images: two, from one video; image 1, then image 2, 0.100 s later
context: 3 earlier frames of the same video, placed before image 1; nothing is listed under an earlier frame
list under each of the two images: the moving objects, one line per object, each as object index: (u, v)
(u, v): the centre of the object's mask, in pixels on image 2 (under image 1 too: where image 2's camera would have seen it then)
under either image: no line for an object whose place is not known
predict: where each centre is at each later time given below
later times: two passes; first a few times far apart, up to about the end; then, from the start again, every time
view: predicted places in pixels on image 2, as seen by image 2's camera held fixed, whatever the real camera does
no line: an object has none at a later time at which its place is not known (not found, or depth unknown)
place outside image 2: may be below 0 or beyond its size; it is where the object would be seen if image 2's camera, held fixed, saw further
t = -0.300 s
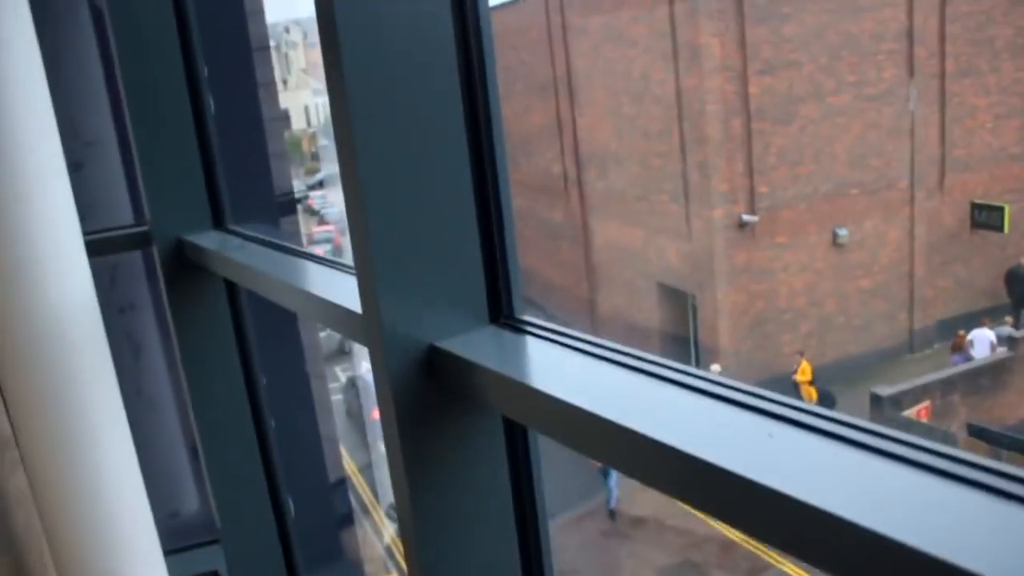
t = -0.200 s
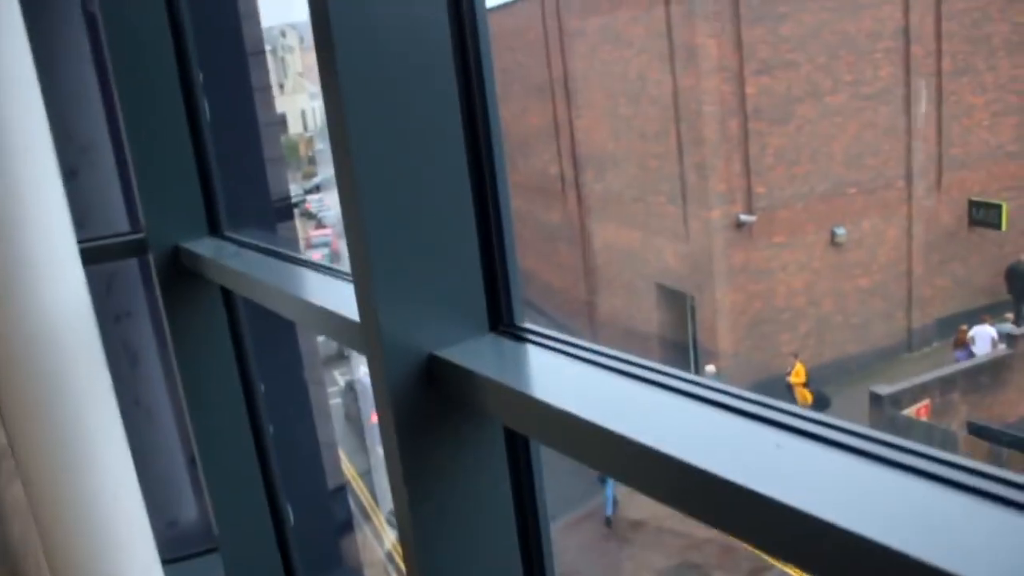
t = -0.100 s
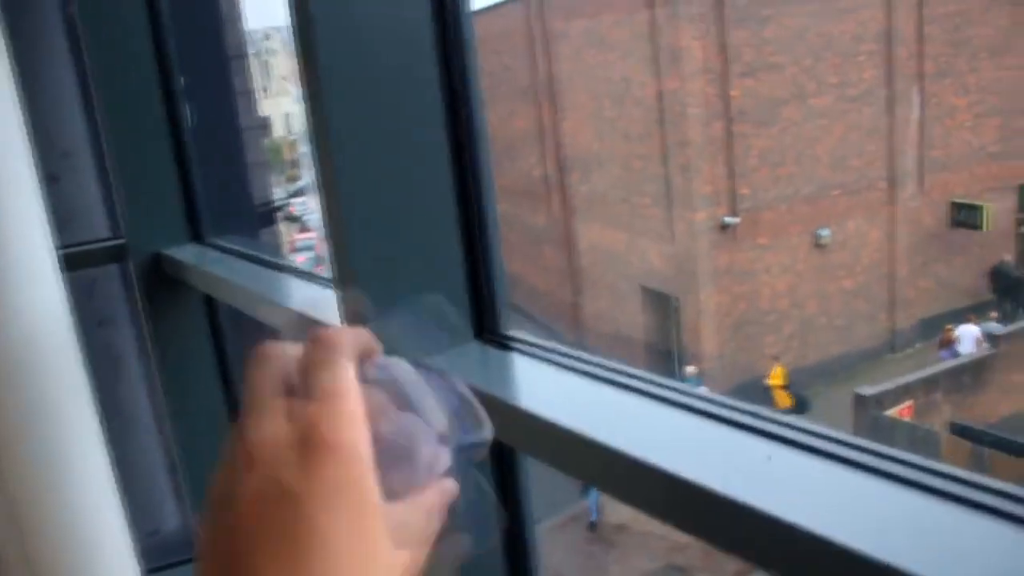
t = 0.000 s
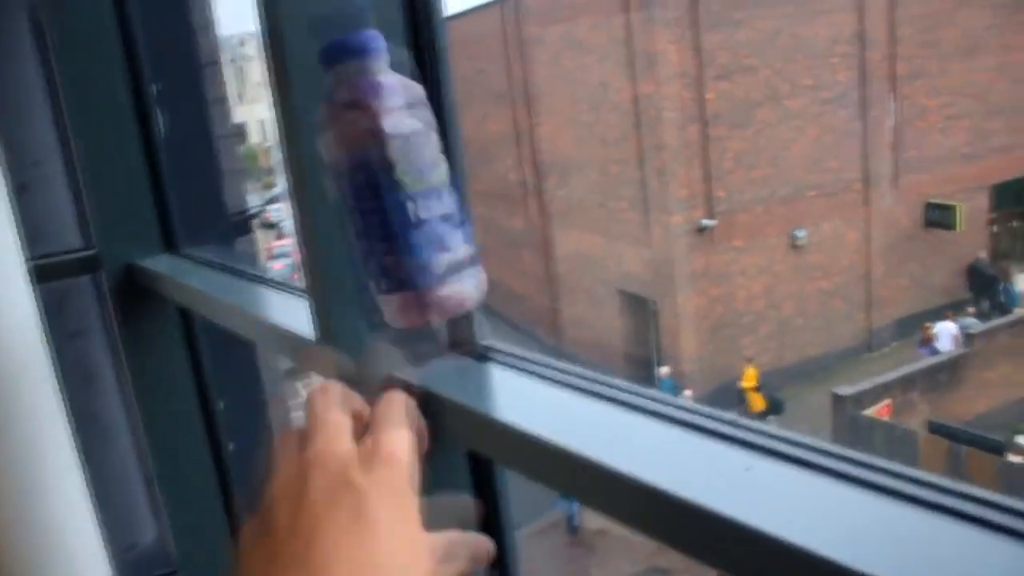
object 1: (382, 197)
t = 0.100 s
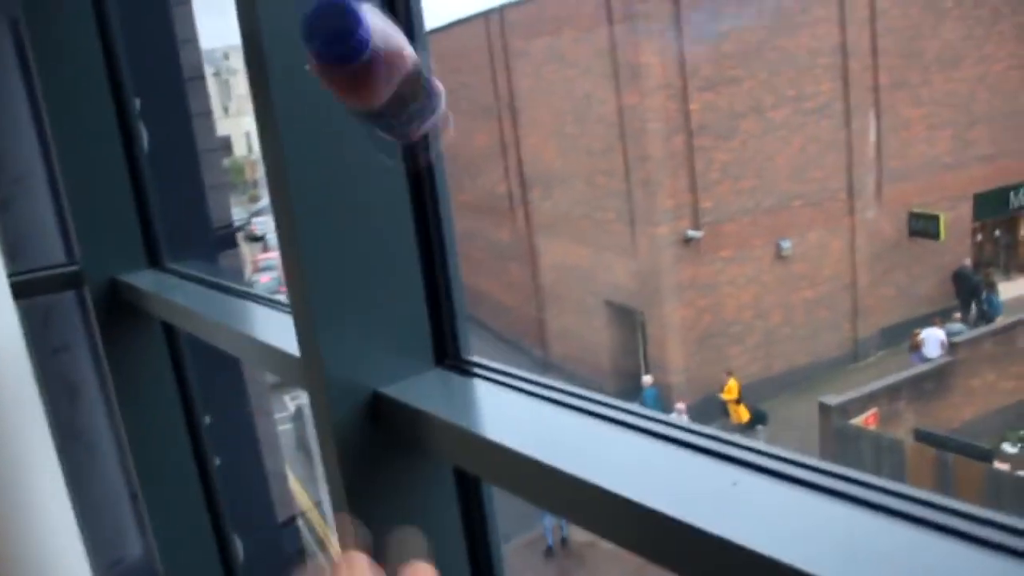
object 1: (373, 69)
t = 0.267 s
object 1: (430, 196)
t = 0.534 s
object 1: (442, 284)
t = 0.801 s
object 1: (450, 277)
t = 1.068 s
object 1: (439, 266)
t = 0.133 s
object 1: (377, 67)
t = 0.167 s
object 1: (392, 95)
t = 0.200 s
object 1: (404, 117)
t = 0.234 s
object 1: (415, 148)
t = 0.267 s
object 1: (430, 196)
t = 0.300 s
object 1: (444, 244)
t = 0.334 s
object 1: (450, 280)
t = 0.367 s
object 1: (445, 292)
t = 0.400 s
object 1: (443, 290)
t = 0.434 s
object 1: (440, 288)
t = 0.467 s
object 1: (439, 286)
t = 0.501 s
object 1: (440, 284)
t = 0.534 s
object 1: (442, 284)
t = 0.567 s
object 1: (444, 283)
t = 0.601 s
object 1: (445, 282)
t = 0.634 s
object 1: (446, 280)
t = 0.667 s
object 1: (448, 279)
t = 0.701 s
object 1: (449, 278)
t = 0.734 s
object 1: (450, 278)
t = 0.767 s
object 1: (450, 277)
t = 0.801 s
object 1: (450, 277)
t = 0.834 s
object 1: (449, 276)
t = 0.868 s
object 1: (448, 276)
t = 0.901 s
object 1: (447, 274)
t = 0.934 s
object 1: (446, 273)
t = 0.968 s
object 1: (444, 271)
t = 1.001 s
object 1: (443, 269)
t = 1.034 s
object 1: (441, 267)
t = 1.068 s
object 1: (439, 266)
